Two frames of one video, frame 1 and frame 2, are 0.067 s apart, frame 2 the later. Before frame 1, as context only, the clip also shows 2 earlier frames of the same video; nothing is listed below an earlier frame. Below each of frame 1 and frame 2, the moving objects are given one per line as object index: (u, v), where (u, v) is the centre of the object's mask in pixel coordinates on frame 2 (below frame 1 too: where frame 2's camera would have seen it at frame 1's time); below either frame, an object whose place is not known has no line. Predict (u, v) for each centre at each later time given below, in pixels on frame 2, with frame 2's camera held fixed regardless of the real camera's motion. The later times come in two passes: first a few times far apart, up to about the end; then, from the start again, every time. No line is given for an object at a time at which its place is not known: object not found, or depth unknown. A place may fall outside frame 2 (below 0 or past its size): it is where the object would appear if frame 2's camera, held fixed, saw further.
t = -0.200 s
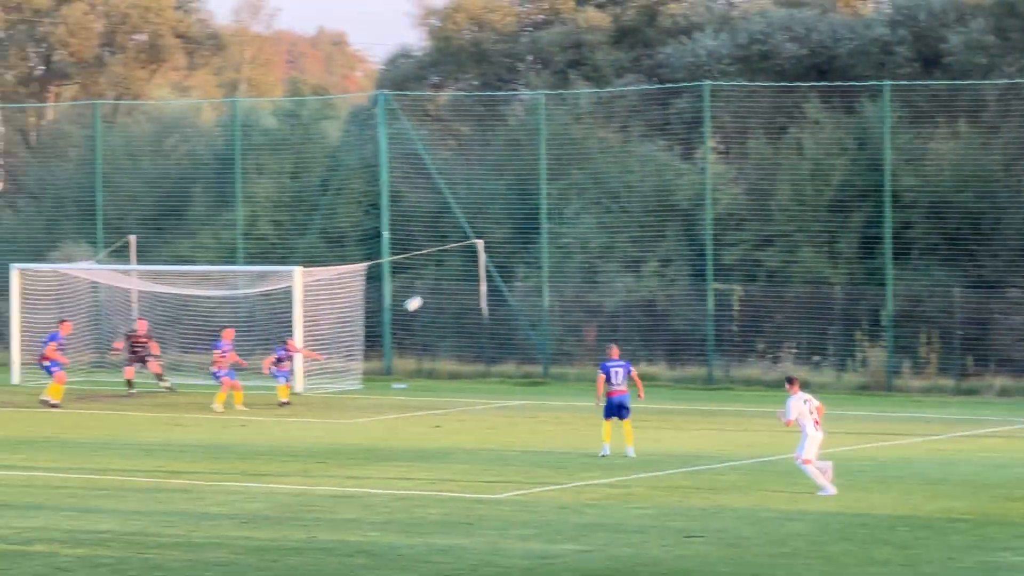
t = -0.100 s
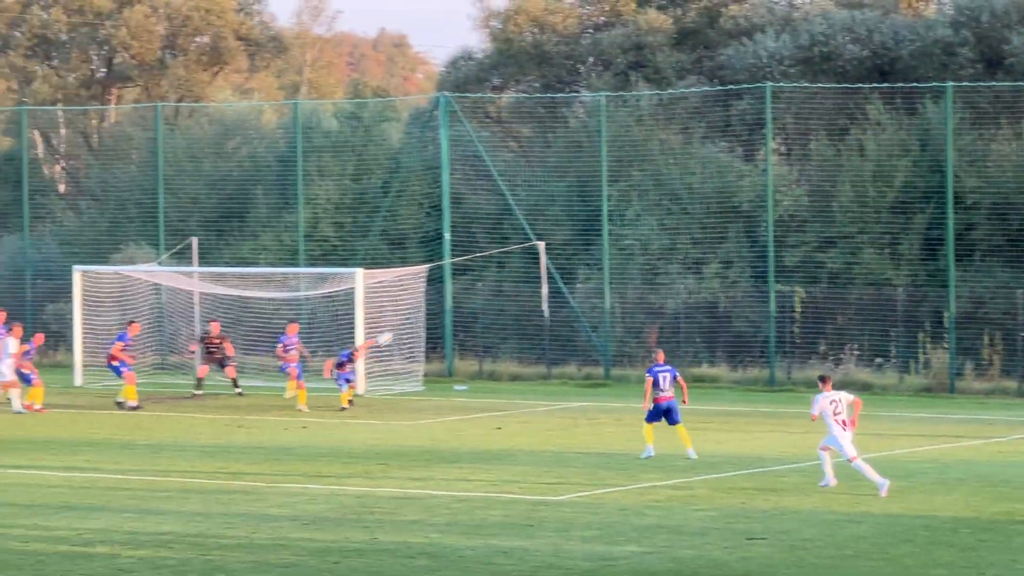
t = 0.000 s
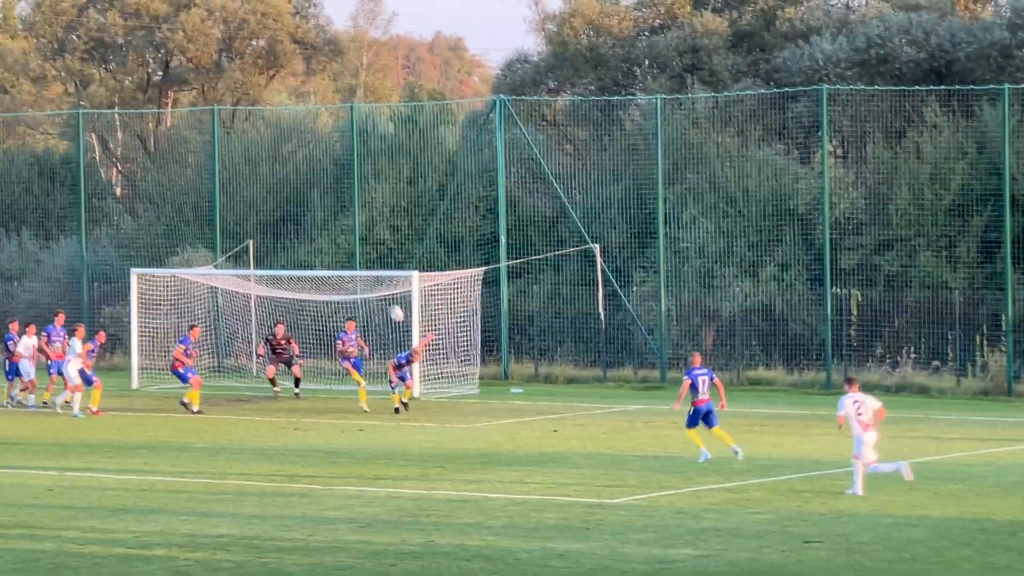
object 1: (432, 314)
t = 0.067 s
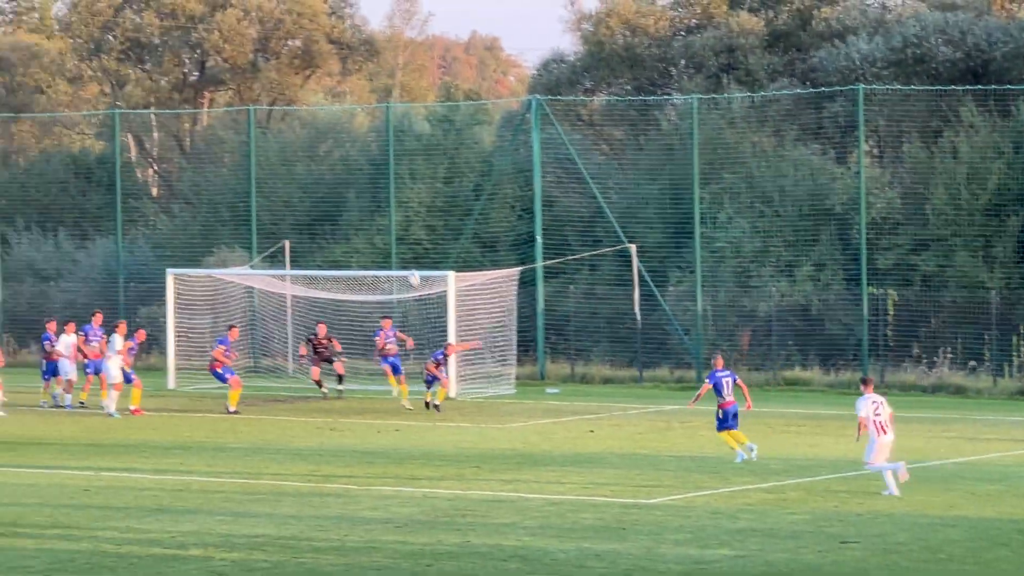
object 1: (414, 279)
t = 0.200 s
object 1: (378, 216)
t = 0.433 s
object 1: (307, 133)
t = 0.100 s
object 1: (404, 261)
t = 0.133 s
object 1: (396, 247)
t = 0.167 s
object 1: (388, 231)
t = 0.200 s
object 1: (378, 216)
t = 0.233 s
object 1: (369, 203)
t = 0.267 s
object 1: (359, 189)
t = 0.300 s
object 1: (349, 177)
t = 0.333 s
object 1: (339, 164)
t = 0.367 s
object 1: (328, 154)
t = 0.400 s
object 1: (318, 144)
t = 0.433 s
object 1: (307, 133)
